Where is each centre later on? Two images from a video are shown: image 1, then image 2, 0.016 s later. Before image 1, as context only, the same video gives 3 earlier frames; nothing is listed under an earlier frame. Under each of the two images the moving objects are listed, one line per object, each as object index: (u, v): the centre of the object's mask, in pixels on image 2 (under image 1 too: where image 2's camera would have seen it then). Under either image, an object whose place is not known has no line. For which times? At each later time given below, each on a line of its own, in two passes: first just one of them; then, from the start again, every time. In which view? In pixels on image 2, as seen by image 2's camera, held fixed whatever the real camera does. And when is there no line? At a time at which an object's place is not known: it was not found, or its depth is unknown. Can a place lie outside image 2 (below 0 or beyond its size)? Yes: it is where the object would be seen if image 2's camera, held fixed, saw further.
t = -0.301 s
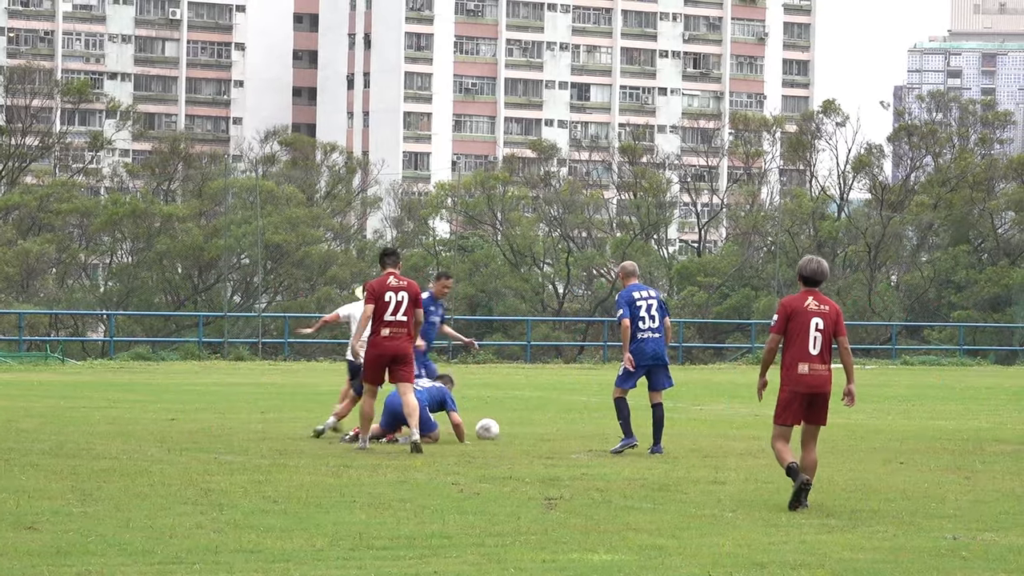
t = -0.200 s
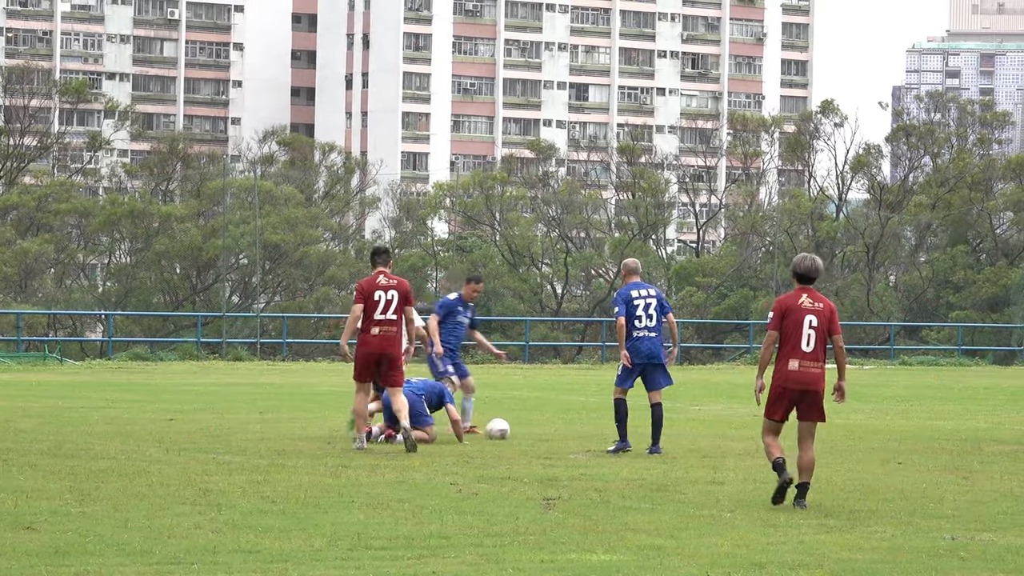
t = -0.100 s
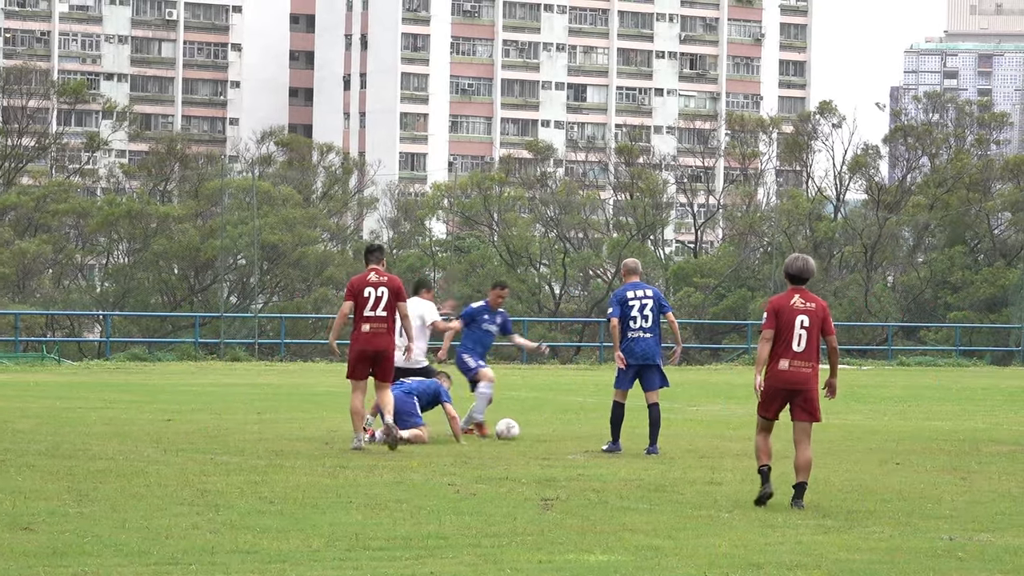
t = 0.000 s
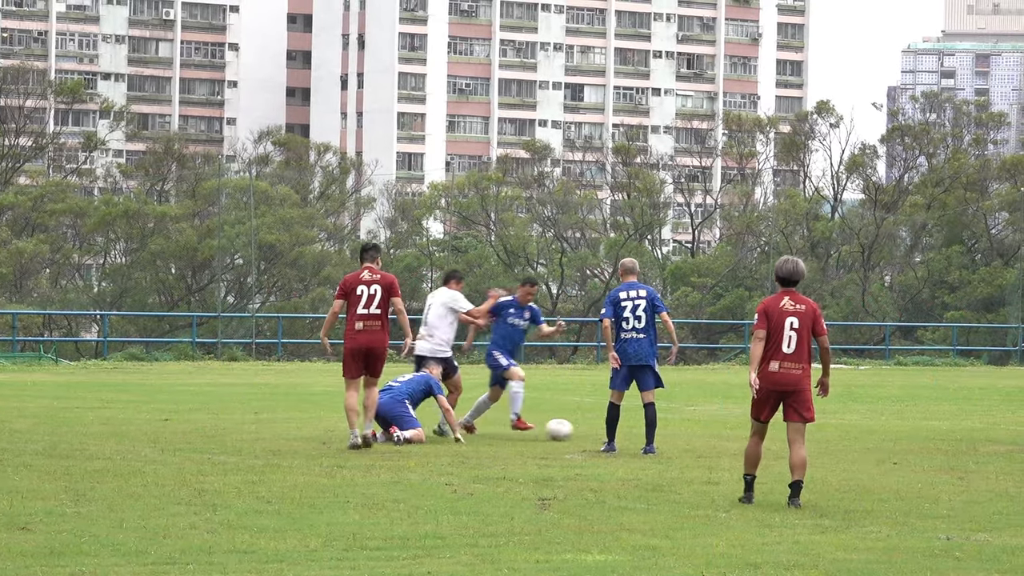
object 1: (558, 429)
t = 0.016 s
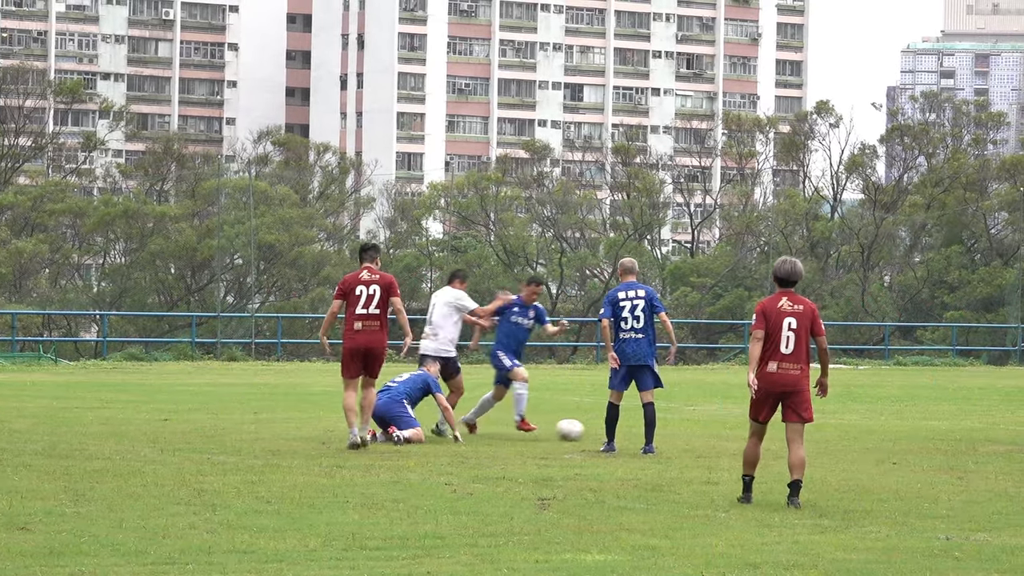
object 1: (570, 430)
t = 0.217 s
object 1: (695, 425)
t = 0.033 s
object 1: (581, 430)
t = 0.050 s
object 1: (592, 431)
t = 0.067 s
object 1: (598, 432)
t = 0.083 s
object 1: (622, 433)
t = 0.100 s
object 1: (626, 432)
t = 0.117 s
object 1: (633, 431)
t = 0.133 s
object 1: (638, 429)
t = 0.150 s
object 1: (660, 428)
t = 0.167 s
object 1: (665, 427)
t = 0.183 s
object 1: (674, 426)
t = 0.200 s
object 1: (685, 425)
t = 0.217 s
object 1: (695, 425)
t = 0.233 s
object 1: (705, 425)
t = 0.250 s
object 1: (715, 425)
